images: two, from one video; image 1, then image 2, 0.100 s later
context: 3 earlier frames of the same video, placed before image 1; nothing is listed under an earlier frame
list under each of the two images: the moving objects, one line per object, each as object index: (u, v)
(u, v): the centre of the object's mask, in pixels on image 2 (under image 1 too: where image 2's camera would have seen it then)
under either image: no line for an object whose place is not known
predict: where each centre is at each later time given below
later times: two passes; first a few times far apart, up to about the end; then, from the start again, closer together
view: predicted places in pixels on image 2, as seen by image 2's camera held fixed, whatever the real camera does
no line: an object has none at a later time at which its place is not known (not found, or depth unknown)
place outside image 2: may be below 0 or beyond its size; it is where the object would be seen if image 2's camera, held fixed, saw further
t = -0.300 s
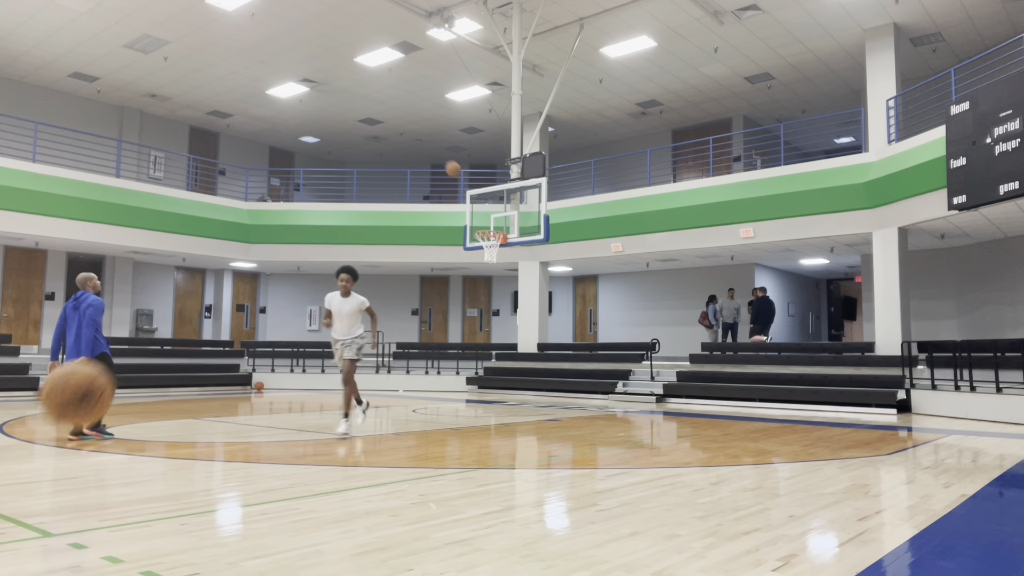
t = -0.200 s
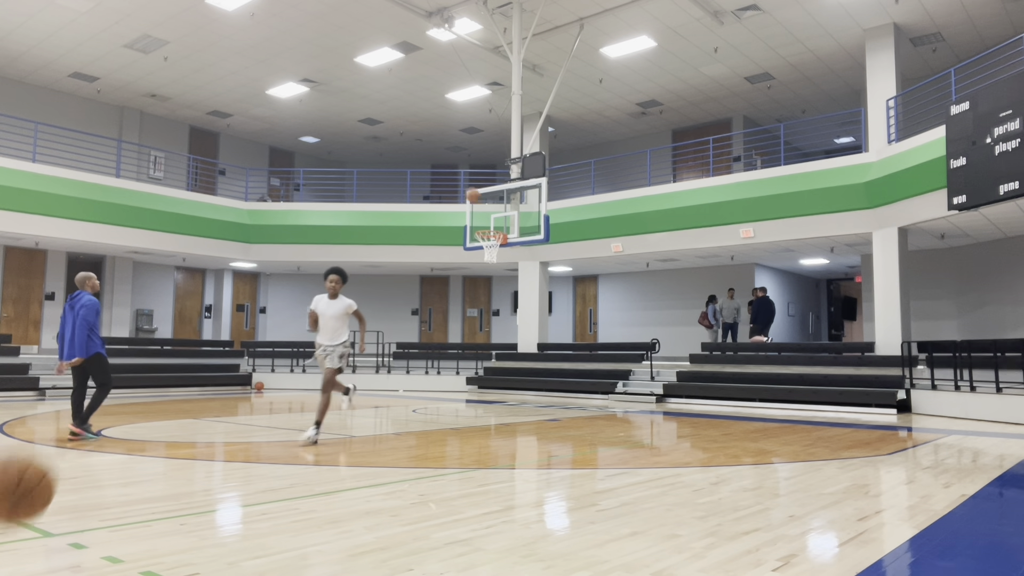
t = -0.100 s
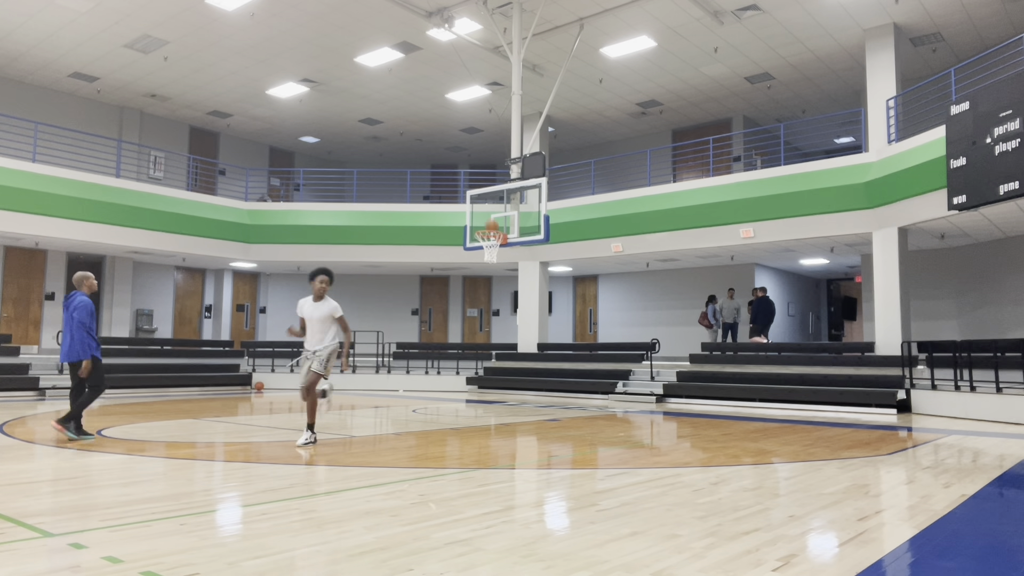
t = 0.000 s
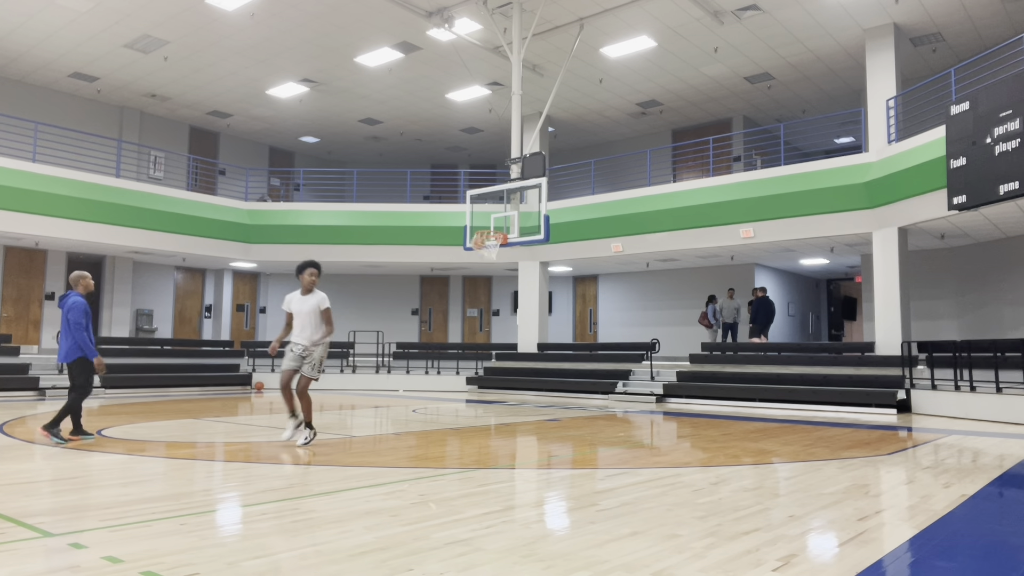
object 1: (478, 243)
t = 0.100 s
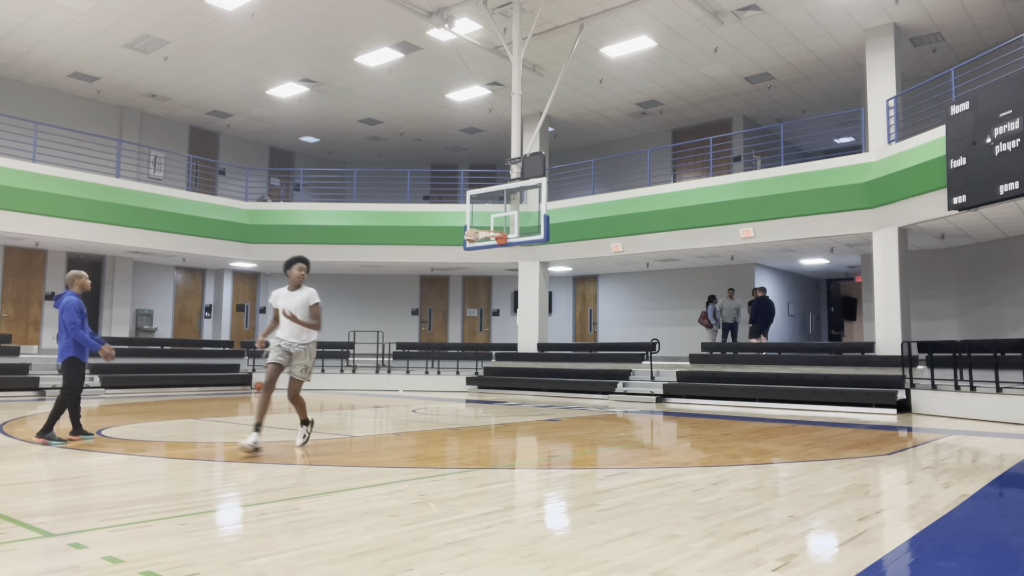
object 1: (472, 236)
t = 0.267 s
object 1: (474, 242)
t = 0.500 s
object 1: (493, 264)
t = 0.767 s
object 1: (515, 316)
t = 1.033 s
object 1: (536, 403)
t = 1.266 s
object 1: (551, 351)
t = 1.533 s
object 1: (567, 328)
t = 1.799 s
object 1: (582, 343)
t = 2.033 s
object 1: (595, 387)
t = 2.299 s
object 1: (610, 371)
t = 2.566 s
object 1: (624, 361)
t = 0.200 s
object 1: (472, 237)
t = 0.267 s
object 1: (474, 242)
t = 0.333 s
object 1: (478, 247)
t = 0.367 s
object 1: (481, 250)
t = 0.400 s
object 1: (484, 252)
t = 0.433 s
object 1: (486, 256)
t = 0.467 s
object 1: (490, 261)
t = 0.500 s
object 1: (493, 264)
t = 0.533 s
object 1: (496, 267)
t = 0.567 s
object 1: (499, 273)
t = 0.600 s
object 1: (501, 279)
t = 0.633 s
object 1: (504, 284)
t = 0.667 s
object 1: (507, 292)
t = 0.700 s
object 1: (510, 299)
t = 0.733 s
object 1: (512, 308)
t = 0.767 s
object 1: (515, 316)
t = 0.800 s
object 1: (518, 326)
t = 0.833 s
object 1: (520, 336)
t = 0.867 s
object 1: (523, 347)
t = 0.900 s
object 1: (526, 358)
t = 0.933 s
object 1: (528, 369)
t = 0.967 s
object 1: (531, 381)
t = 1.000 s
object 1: (534, 393)
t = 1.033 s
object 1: (536, 403)
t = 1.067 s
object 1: (539, 393)
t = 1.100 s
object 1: (541, 385)
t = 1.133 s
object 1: (543, 377)
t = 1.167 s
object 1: (545, 369)
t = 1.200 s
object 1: (547, 362)
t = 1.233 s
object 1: (549, 356)
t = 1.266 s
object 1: (551, 351)
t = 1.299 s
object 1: (553, 346)
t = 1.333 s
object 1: (555, 341)
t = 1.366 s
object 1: (557, 338)
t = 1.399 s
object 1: (559, 334)
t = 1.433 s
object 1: (561, 332)
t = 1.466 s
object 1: (563, 330)
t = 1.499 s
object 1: (565, 329)
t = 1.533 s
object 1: (567, 328)
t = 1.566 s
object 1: (569, 328)
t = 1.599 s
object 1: (570, 328)
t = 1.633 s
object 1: (573, 330)
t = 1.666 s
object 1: (574, 331)
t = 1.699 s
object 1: (577, 333)
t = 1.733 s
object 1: (578, 336)
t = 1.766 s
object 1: (580, 339)
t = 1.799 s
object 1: (582, 343)
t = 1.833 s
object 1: (584, 348)
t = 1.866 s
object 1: (586, 353)
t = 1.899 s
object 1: (587, 359)
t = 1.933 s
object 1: (589, 365)
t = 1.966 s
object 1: (592, 373)
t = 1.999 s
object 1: (593, 380)
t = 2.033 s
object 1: (595, 387)
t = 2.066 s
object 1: (596, 395)
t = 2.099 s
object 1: (598, 402)
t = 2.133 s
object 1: (600, 395)
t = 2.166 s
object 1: (602, 389)
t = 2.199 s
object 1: (604, 384)
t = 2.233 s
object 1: (606, 379)
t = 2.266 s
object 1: (608, 374)
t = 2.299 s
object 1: (610, 371)
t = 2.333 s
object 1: (612, 368)
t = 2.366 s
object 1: (613, 365)
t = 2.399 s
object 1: (615, 363)
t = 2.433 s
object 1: (617, 362)
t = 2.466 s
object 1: (619, 361)
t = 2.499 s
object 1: (621, 360)
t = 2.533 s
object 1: (623, 361)
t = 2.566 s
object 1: (624, 361)
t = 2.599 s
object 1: (626, 363)
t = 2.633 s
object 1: (628, 365)
